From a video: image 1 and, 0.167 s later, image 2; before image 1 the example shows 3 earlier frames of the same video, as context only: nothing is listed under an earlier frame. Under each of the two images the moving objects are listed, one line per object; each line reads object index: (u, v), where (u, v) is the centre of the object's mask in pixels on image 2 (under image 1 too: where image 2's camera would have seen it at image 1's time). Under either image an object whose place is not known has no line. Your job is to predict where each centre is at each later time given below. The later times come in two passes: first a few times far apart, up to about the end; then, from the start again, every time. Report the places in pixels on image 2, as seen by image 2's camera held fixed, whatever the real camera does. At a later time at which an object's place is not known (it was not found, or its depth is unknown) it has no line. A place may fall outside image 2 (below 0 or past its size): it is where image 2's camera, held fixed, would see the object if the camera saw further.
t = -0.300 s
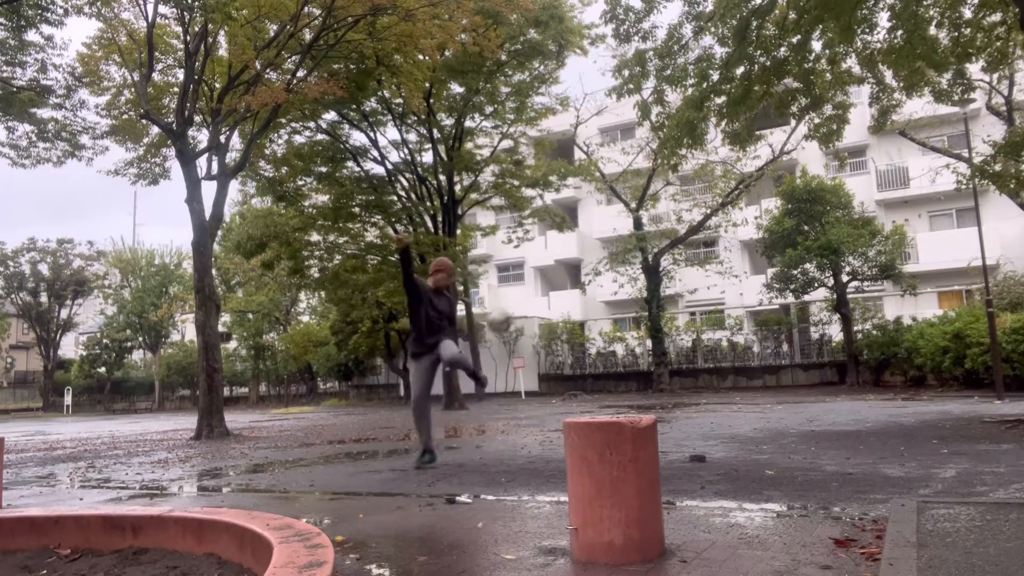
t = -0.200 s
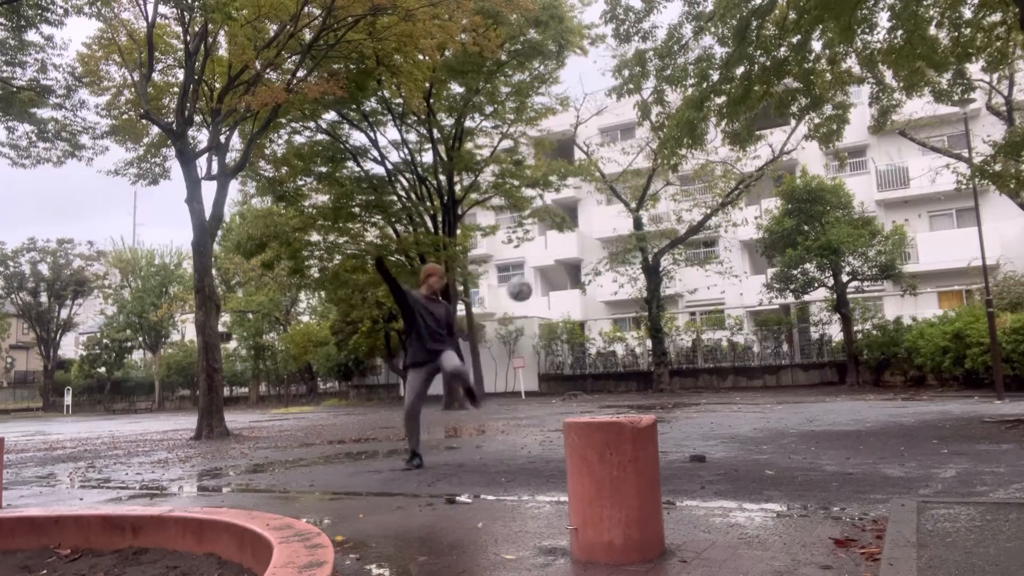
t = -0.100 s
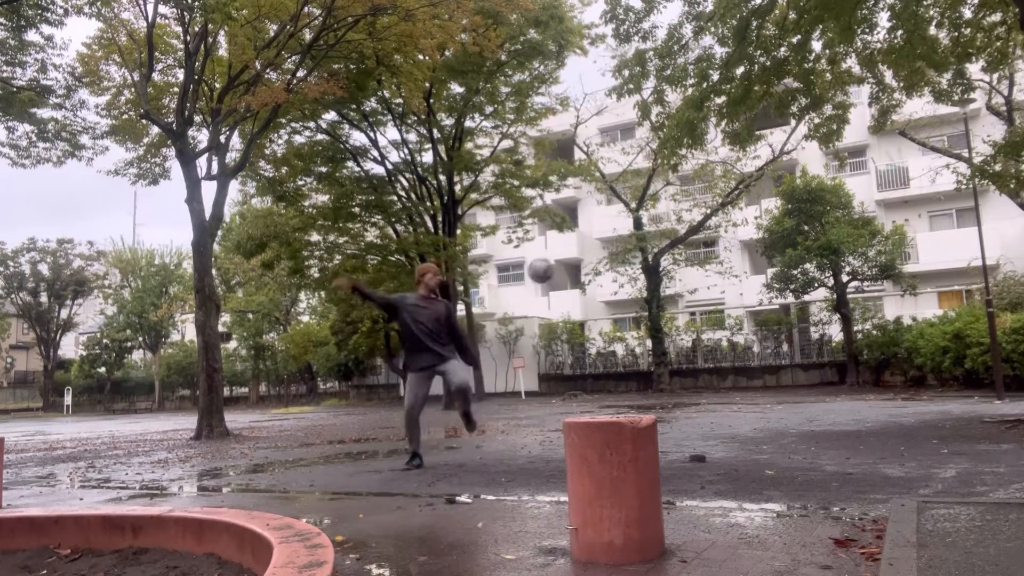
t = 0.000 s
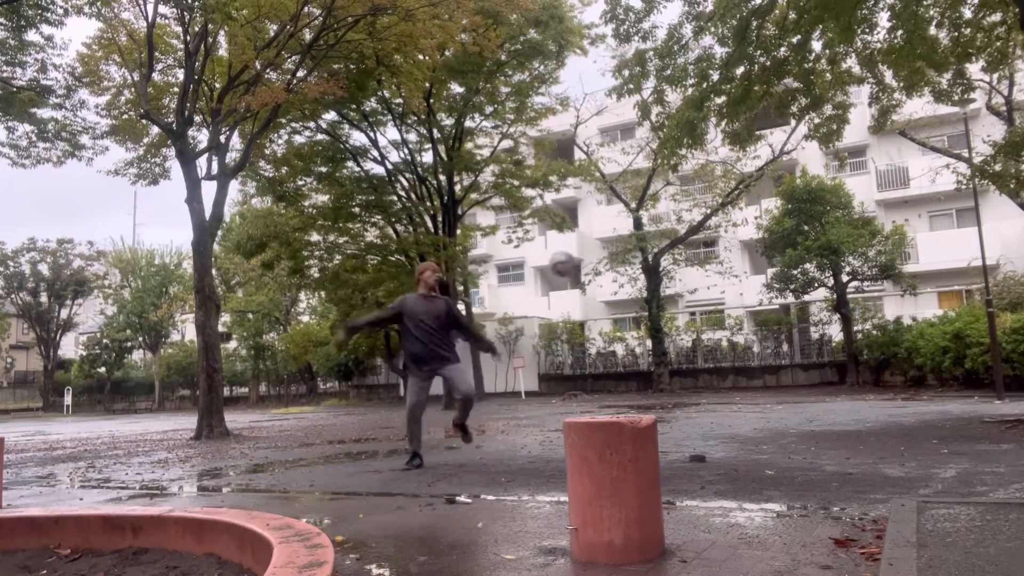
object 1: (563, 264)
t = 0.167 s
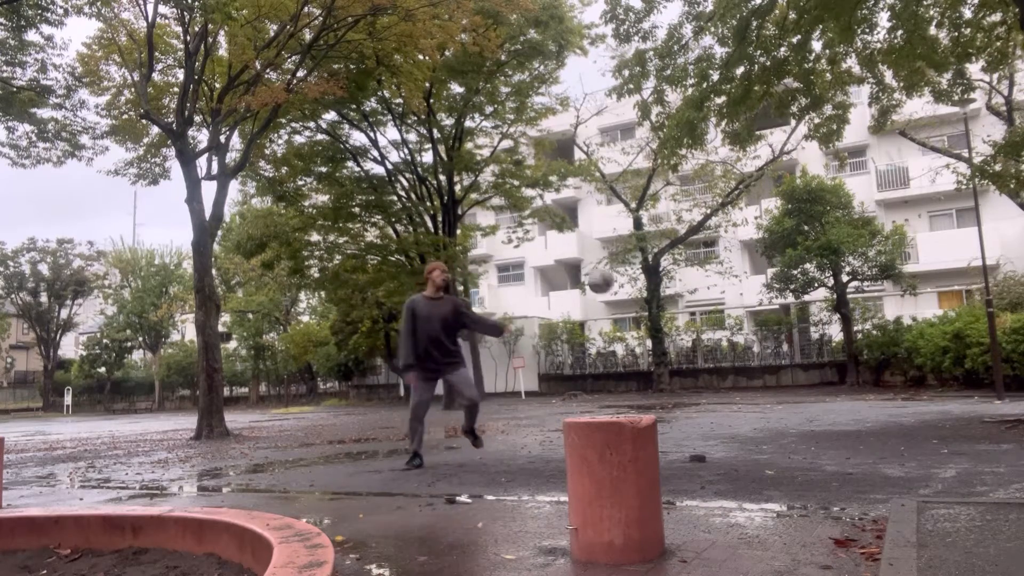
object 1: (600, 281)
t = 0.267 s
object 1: (625, 307)
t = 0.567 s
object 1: (701, 447)
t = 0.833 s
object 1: (748, 447)
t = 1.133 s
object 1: (797, 446)
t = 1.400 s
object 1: (838, 446)
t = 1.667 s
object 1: (876, 445)
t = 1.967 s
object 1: (913, 444)
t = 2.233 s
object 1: (941, 444)
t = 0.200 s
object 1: (609, 287)
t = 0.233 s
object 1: (616, 298)
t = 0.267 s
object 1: (625, 307)
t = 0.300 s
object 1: (633, 319)
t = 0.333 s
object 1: (641, 333)
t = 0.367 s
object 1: (651, 350)
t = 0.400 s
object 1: (658, 365)
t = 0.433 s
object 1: (668, 383)
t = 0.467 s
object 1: (677, 404)
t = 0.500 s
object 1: (685, 424)
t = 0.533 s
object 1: (695, 446)
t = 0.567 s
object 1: (701, 447)
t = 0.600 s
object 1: (708, 446)
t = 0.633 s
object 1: (714, 446)
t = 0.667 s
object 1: (719, 447)
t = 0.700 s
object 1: (726, 447)
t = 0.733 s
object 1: (732, 447)
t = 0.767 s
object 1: (737, 446)
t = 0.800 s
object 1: (742, 447)
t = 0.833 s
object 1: (748, 447)
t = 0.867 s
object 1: (754, 446)
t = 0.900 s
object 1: (759, 446)
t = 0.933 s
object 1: (765, 446)
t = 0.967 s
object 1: (770, 447)
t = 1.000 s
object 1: (775, 447)
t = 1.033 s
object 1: (781, 446)
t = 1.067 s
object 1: (787, 446)
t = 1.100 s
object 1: (792, 446)
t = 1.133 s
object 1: (797, 446)
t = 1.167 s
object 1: (803, 446)
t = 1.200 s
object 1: (808, 446)
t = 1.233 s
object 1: (813, 446)
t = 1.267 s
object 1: (817, 445)
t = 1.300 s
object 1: (822, 446)
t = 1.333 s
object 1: (829, 446)
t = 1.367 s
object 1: (833, 446)
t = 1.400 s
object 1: (838, 446)
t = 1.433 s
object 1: (843, 446)
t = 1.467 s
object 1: (848, 446)
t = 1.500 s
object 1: (853, 446)
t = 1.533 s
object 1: (857, 445)
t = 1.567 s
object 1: (861, 444)
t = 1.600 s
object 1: (866, 445)
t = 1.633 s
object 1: (871, 446)
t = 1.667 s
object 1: (876, 445)
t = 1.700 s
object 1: (880, 445)
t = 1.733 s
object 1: (885, 445)
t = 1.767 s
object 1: (888, 445)
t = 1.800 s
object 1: (893, 444)
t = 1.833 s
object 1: (897, 445)
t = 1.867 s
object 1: (902, 444)
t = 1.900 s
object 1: (906, 444)
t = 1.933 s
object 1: (909, 444)
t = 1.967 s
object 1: (913, 444)
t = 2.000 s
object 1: (916, 444)
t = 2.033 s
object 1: (919, 443)
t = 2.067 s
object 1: (923, 443)
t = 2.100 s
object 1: (928, 443)
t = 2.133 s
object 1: (931, 444)
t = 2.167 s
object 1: (935, 443)
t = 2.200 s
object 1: (938, 444)
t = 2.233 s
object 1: (941, 444)
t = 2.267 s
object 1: (945, 444)
